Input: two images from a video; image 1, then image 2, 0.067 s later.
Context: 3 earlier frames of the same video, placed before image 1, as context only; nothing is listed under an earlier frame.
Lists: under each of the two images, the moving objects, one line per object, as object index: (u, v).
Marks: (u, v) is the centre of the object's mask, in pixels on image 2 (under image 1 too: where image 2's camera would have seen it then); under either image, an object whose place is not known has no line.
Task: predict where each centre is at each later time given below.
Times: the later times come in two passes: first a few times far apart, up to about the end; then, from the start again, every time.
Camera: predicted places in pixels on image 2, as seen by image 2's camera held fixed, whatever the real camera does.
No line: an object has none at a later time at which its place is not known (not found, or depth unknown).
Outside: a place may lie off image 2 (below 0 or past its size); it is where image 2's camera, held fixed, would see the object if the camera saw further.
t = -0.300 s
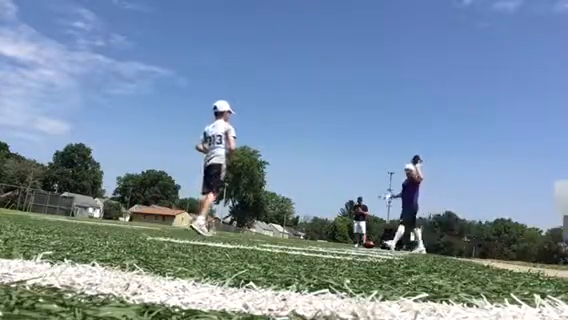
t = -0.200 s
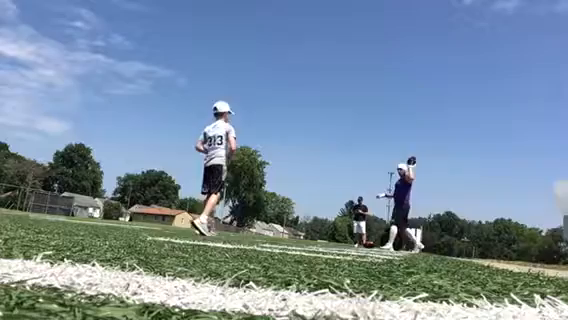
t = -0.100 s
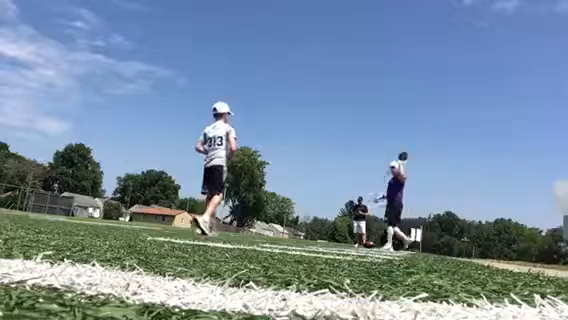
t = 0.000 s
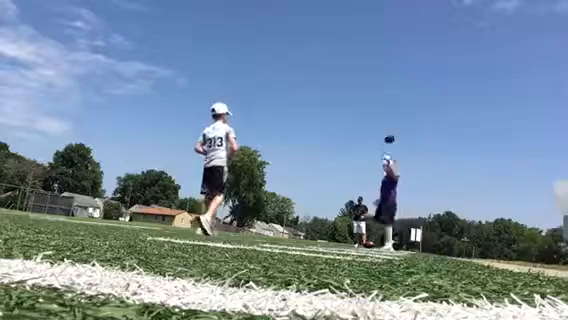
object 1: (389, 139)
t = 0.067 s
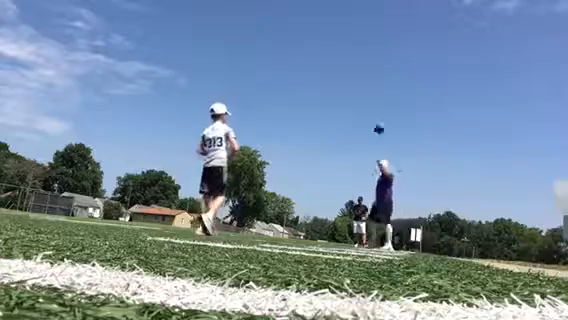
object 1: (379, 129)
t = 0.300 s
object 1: (337, 109)
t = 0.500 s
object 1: (287, 119)
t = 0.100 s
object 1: (374, 124)
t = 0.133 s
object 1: (368, 120)
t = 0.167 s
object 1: (362, 117)
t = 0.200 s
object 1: (356, 115)
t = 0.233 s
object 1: (351, 113)
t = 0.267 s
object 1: (344, 110)
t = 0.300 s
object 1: (337, 109)
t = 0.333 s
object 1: (330, 109)
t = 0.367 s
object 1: (322, 108)
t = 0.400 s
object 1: (314, 109)
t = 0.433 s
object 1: (306, 111)
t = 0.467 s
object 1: (297, 115)
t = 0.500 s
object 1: (287, 119)
